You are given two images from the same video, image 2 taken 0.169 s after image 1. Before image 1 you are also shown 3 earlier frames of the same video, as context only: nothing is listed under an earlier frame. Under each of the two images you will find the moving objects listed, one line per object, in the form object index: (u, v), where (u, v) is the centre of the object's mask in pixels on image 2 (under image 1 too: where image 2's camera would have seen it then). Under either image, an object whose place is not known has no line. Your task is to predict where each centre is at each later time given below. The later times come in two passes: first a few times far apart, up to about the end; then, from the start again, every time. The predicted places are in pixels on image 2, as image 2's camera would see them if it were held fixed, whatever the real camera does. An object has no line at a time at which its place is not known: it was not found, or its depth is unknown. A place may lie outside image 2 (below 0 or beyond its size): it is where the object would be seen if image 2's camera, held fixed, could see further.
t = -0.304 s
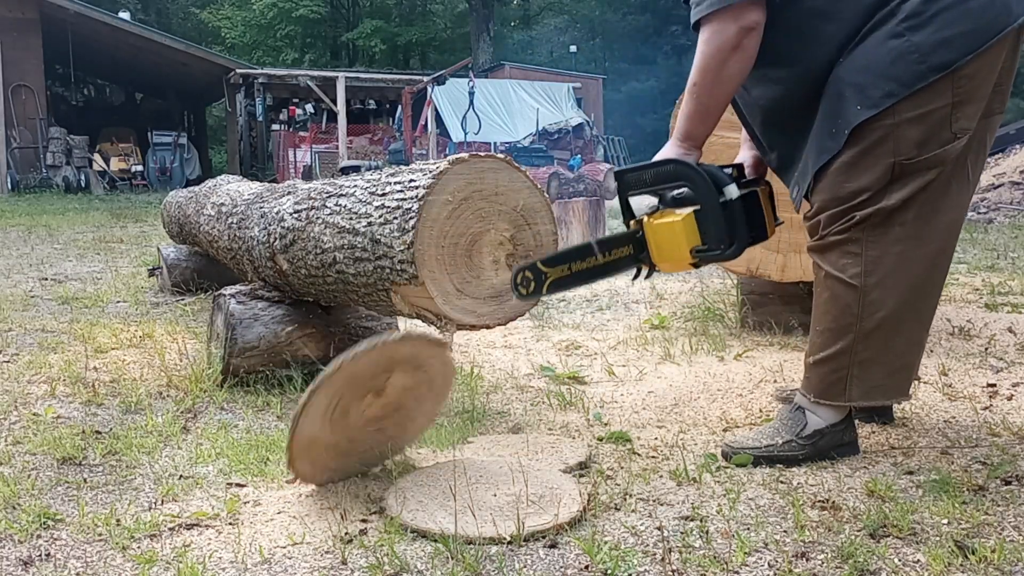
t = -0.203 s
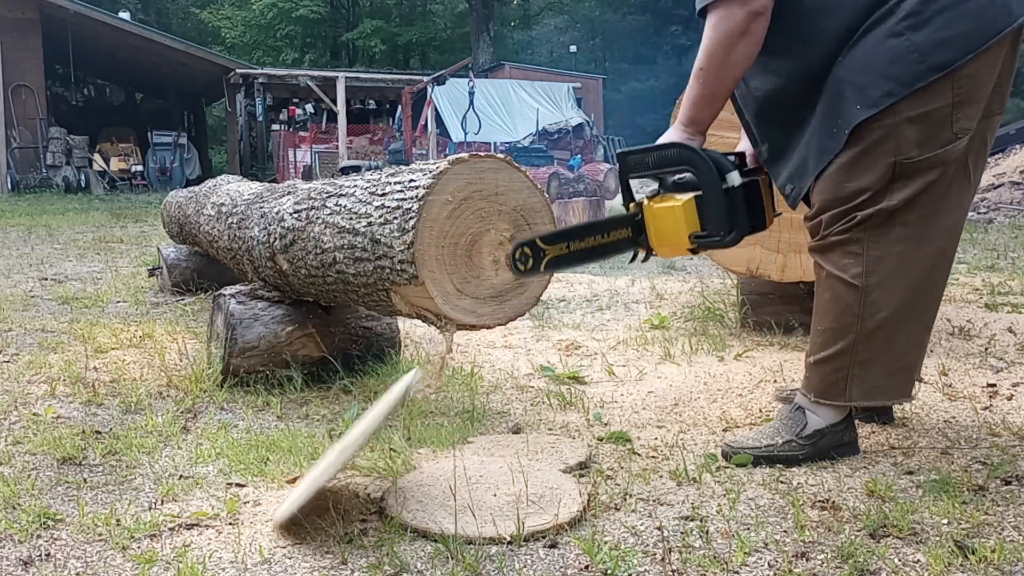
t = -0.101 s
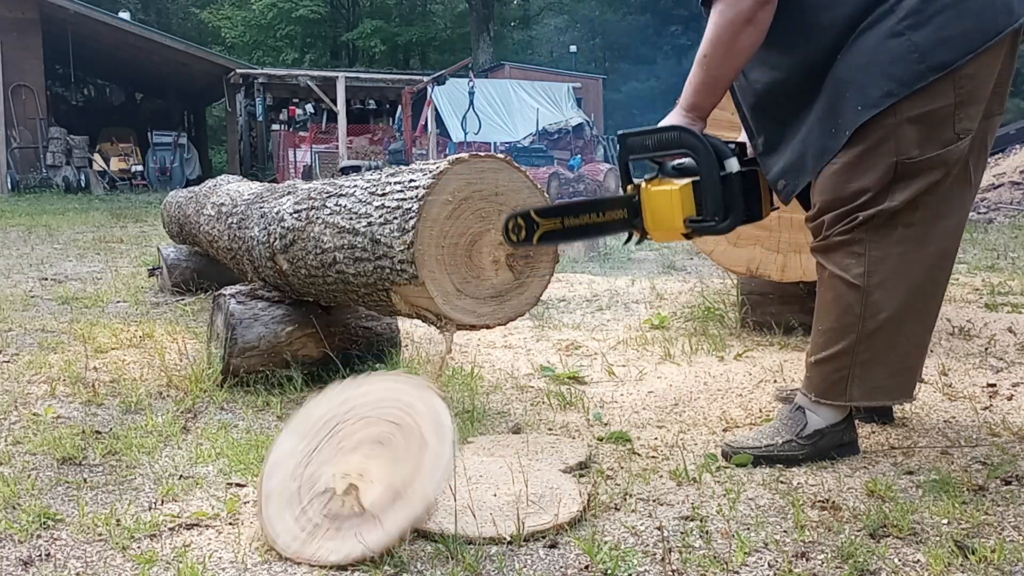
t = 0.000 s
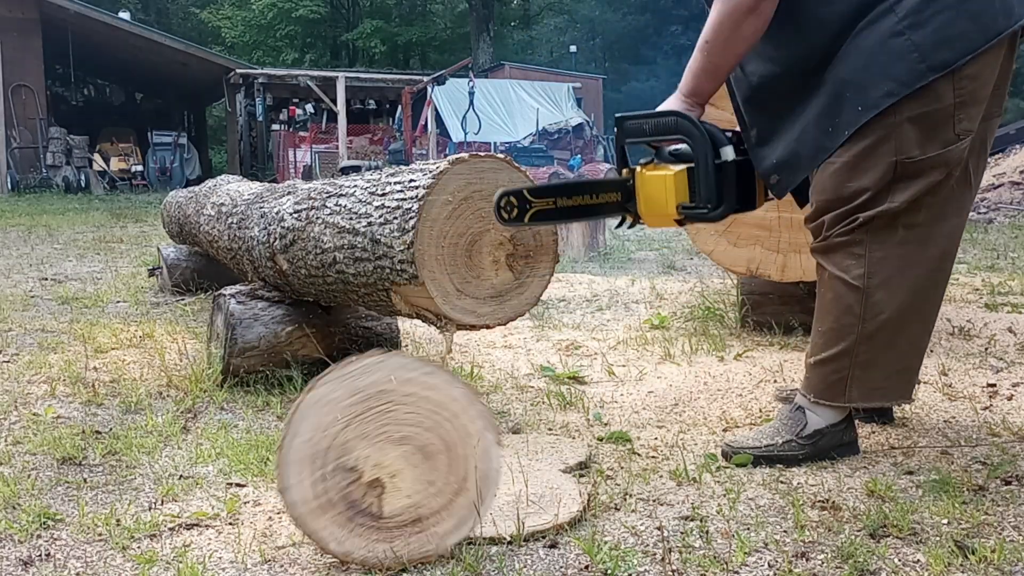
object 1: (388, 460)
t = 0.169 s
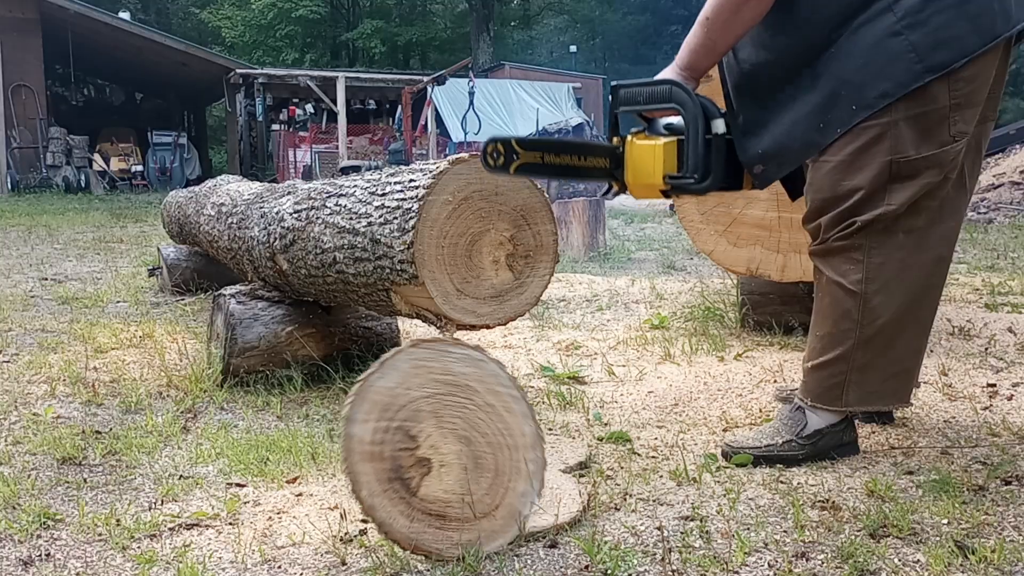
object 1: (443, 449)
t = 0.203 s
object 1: (452, 449)
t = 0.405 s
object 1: (456, 460)
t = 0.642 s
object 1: (436, 502)
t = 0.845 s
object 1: (437, 503)
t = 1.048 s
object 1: (437, 503)
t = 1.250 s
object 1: (436, 503)
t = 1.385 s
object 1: (437, 503)
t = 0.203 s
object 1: (452, 449)
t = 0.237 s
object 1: (457, 446)
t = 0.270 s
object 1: (461, 445)
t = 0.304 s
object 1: (461, 445)
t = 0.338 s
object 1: (460, 447)
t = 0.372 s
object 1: (459, 452)
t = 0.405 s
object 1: (456, 460)
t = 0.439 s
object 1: (452, 471)
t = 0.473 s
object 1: (447, 486)
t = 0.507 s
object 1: (444, 496)
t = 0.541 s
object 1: (439, 493)
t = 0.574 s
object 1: (438, 491)
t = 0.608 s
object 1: (438, 494)
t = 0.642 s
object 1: (436, 502)
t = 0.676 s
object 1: (437, 502)
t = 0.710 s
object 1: (436, 503)
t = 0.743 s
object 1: (437, 503)
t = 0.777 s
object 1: (437, 503)
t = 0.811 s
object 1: (437, 503)
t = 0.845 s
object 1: (437, 503)
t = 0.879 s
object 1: (437, 503)
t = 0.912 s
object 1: (437, 503)
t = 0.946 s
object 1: (437, 503)
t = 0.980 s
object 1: (437, 503)
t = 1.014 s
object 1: (436, 503)
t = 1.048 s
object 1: (437, 503)
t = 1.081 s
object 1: (436, 503)
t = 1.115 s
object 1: (436, 503)
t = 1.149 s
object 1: (437, 503)
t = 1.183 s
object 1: (436, 503)
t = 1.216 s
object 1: (437, 503)
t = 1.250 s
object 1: (436, 503)
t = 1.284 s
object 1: (437, 503)
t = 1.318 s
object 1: (436, 503)
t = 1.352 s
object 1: (436, 503)
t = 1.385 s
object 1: (437, 503)
